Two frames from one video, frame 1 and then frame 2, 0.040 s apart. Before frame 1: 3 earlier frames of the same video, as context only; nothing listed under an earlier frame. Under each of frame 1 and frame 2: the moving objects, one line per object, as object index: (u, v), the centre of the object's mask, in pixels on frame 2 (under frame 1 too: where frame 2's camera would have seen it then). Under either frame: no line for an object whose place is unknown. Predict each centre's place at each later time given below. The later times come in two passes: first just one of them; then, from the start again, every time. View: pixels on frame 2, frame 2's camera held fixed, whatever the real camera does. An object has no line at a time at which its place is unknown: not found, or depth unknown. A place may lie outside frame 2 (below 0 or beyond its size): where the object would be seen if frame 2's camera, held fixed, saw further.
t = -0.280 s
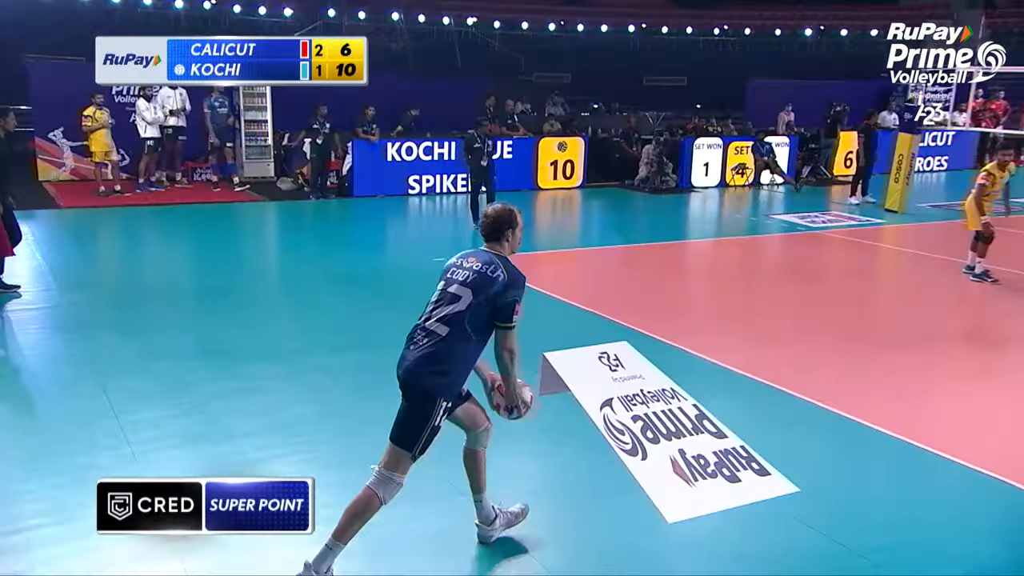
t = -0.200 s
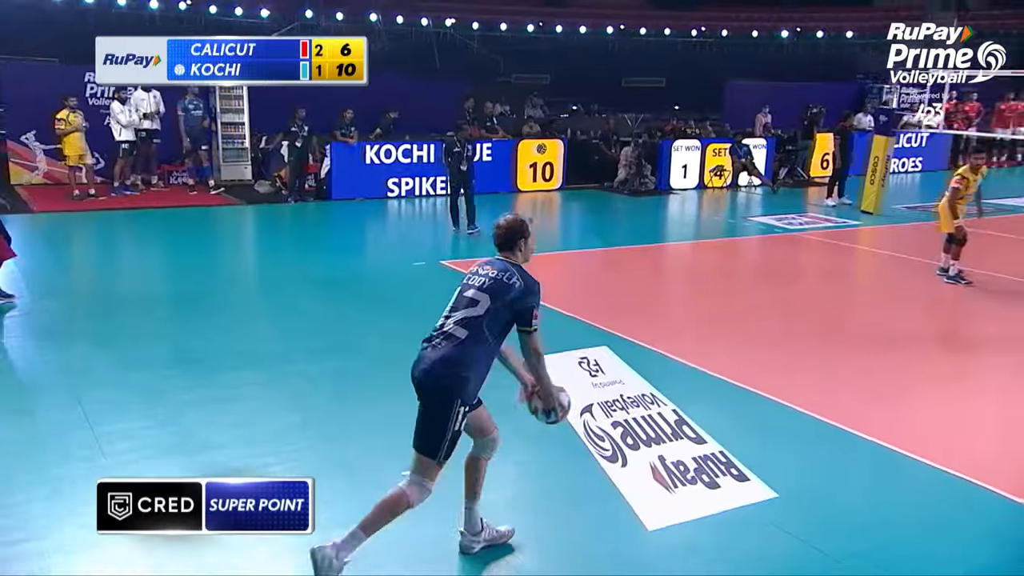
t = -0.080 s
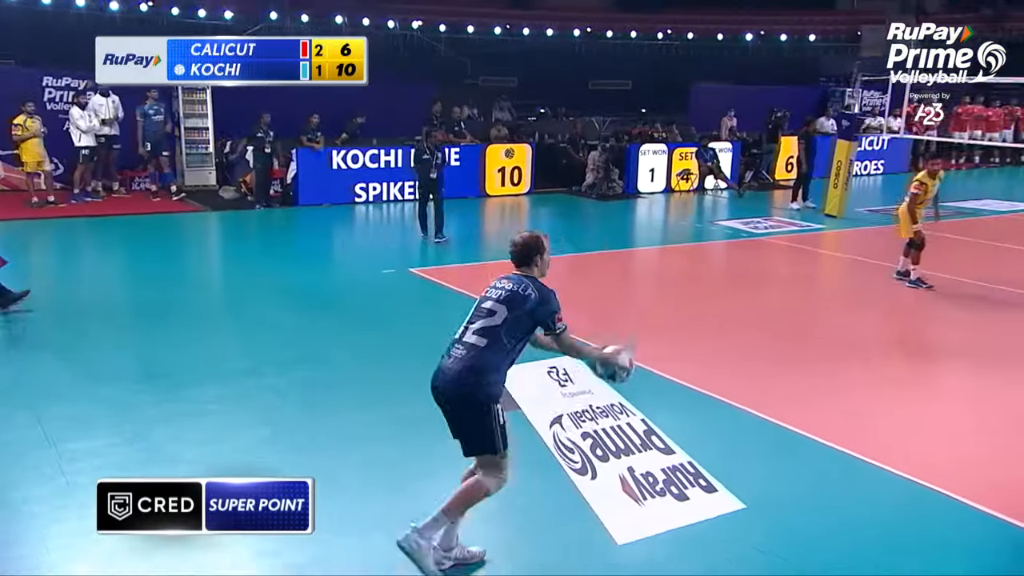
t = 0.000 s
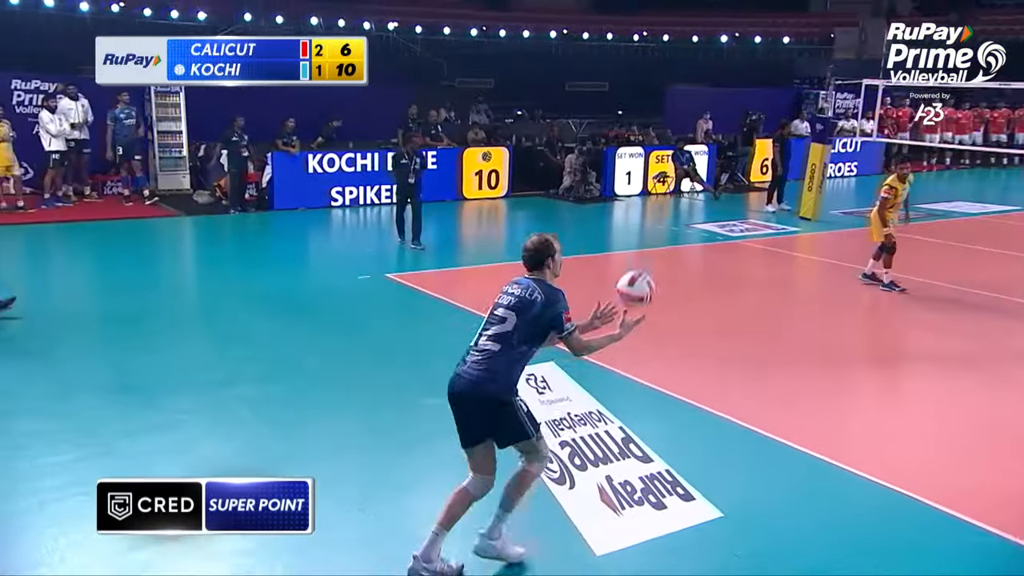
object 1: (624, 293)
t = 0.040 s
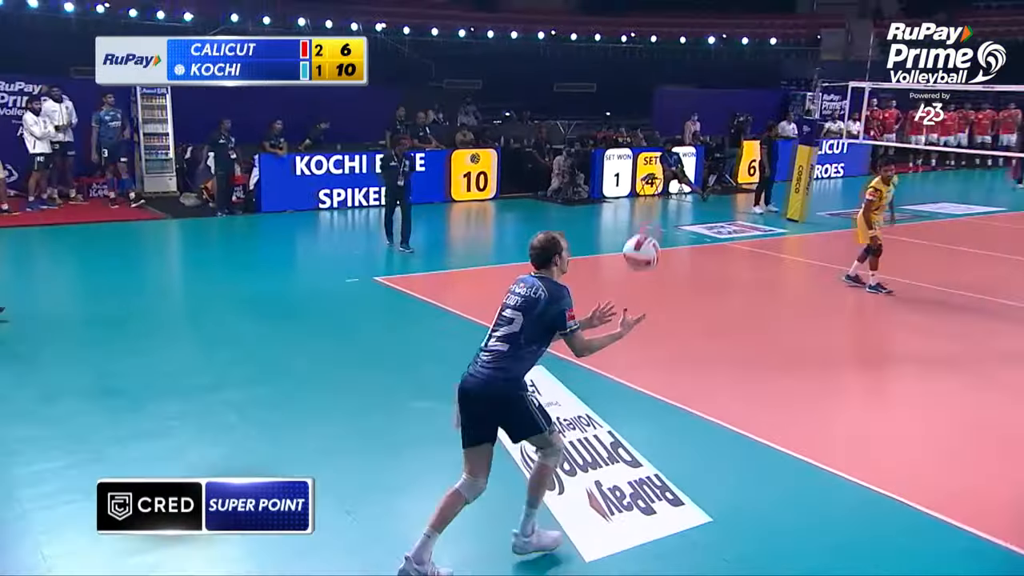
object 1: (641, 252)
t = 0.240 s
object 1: (722, 111)
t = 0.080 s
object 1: (659, 216)
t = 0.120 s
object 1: (675, 184)
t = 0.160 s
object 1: (691, 157)
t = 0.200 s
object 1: (707, 133)
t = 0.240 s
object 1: (722, 111)
